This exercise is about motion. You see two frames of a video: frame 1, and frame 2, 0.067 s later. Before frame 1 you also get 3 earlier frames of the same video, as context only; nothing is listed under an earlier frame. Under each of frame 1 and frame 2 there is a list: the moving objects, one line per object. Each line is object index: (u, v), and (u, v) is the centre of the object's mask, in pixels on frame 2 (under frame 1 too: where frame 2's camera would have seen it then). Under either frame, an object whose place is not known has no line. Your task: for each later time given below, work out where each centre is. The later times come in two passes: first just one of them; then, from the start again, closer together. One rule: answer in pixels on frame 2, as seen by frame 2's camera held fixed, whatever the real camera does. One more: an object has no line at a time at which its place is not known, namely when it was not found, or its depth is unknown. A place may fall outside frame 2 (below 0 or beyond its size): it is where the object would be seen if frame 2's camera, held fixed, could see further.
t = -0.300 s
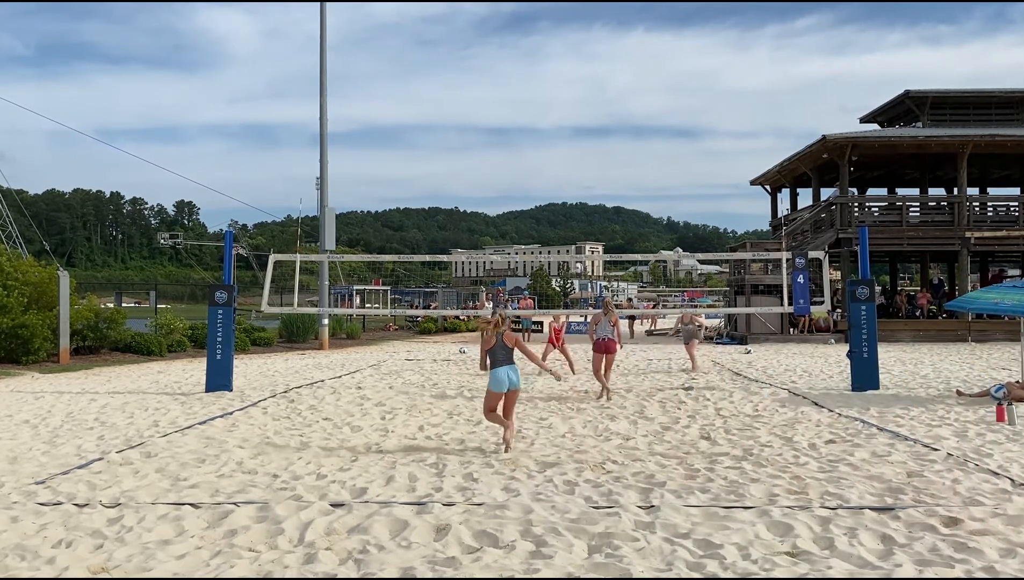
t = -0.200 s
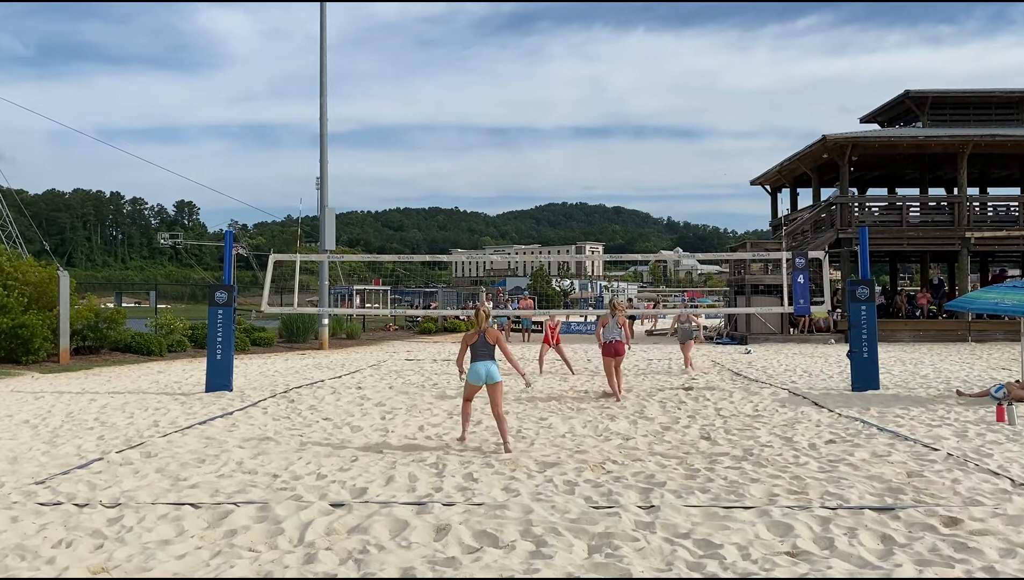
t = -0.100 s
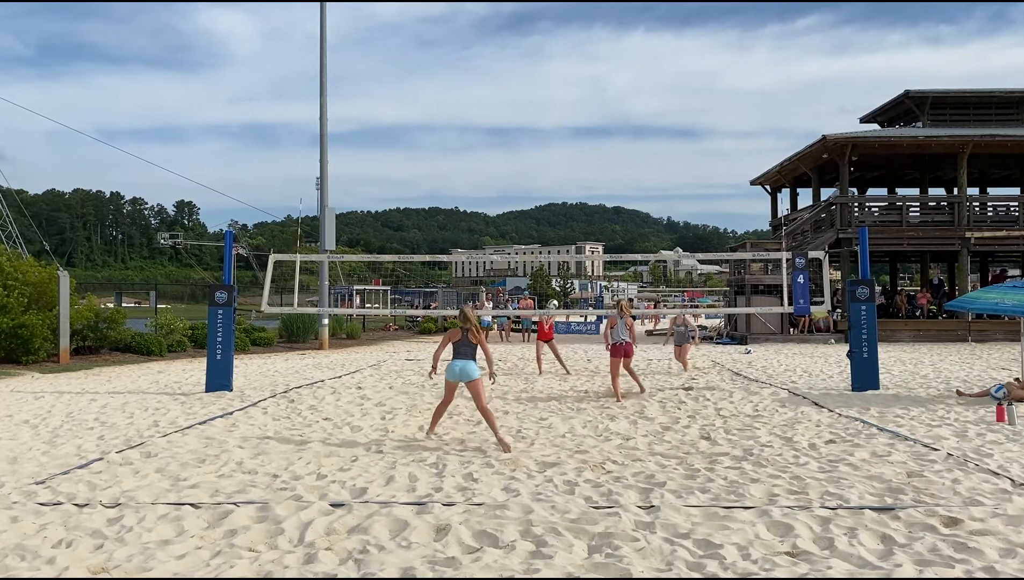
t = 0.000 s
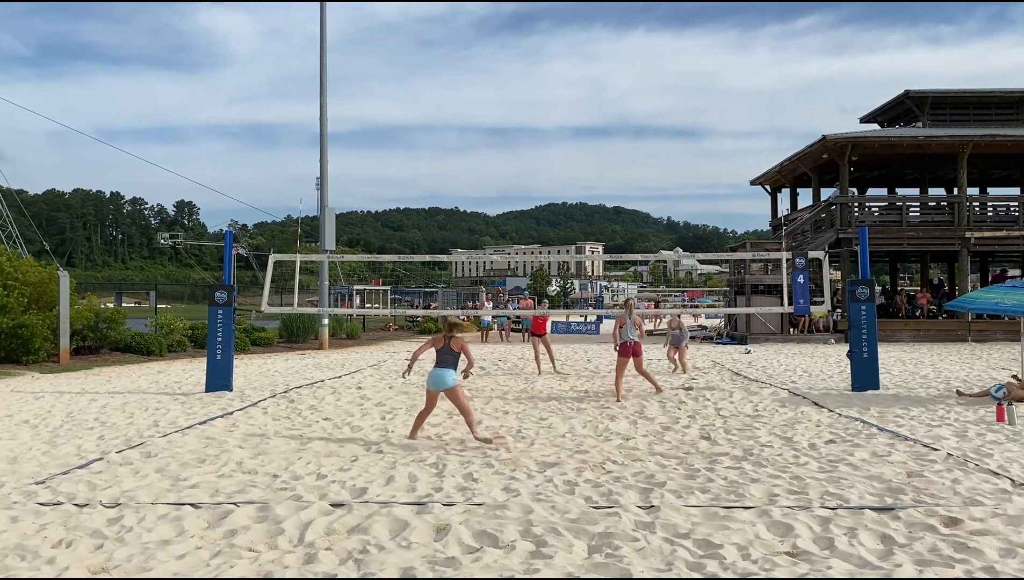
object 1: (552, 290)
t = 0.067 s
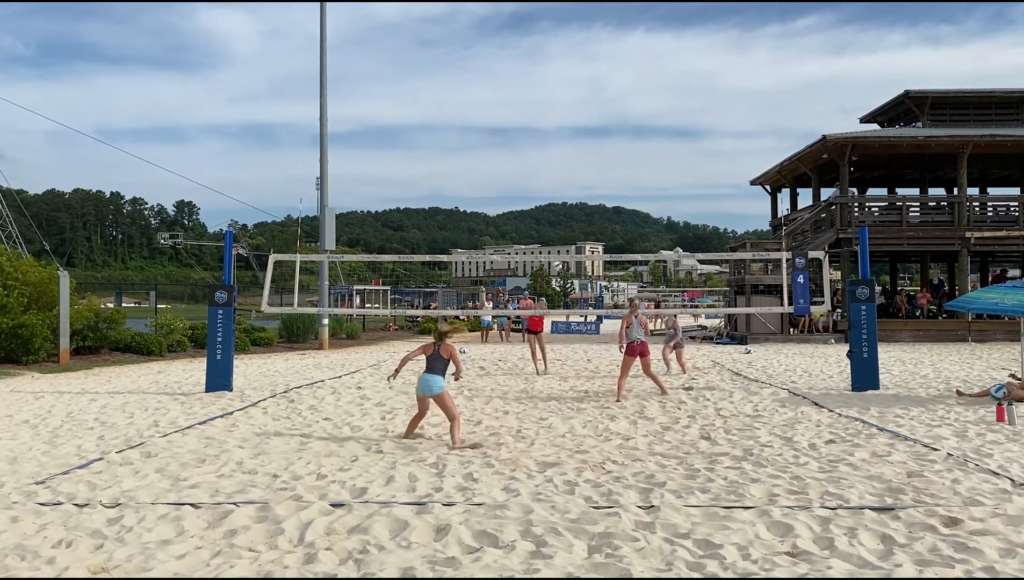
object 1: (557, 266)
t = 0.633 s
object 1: (597, 156)
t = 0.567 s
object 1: (592, 160)
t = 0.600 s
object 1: (594, 158)
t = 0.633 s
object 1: (597, 156)
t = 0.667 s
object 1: (599, 154)
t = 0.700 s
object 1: (601, 153)
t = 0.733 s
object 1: (604, 153)
